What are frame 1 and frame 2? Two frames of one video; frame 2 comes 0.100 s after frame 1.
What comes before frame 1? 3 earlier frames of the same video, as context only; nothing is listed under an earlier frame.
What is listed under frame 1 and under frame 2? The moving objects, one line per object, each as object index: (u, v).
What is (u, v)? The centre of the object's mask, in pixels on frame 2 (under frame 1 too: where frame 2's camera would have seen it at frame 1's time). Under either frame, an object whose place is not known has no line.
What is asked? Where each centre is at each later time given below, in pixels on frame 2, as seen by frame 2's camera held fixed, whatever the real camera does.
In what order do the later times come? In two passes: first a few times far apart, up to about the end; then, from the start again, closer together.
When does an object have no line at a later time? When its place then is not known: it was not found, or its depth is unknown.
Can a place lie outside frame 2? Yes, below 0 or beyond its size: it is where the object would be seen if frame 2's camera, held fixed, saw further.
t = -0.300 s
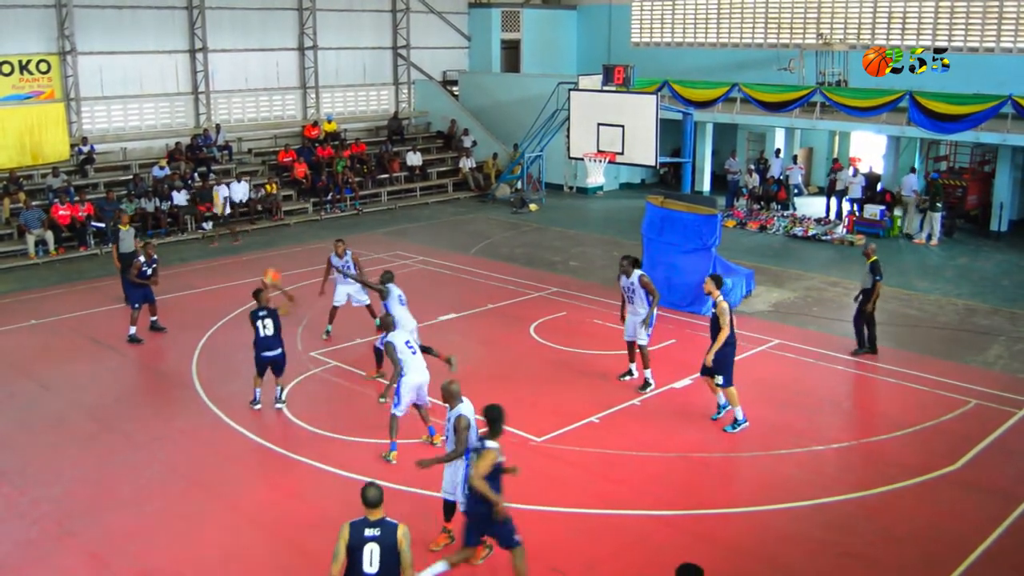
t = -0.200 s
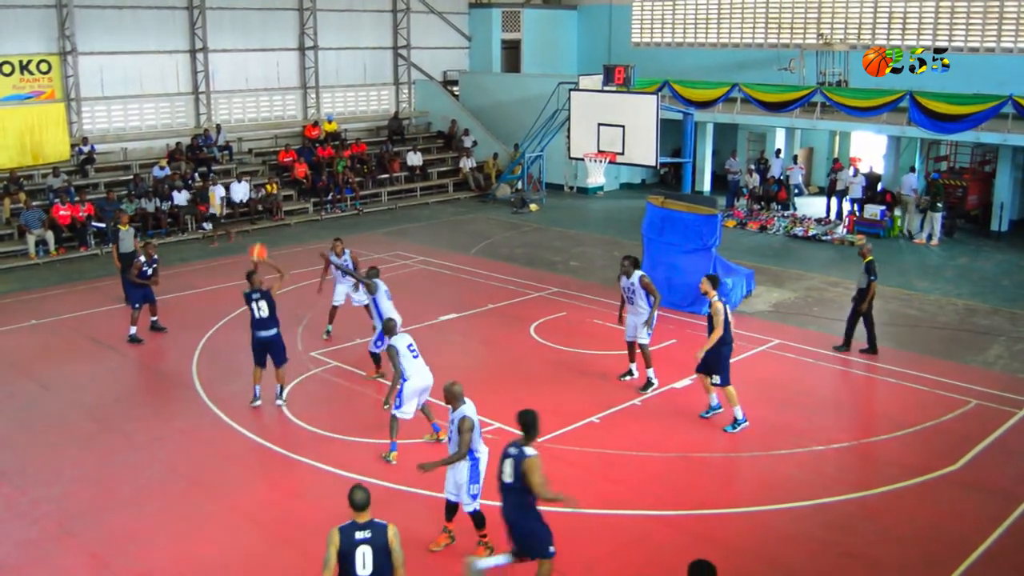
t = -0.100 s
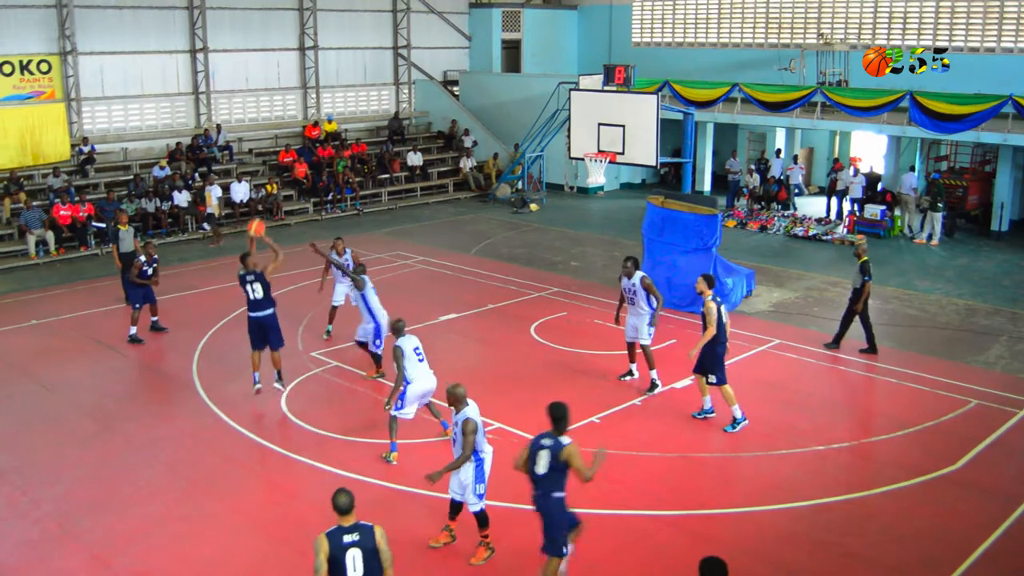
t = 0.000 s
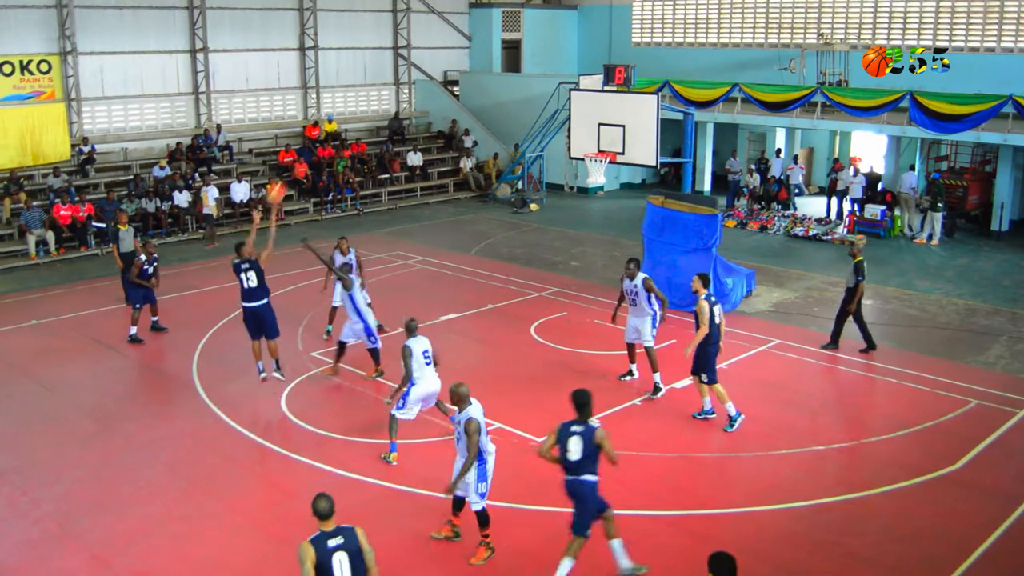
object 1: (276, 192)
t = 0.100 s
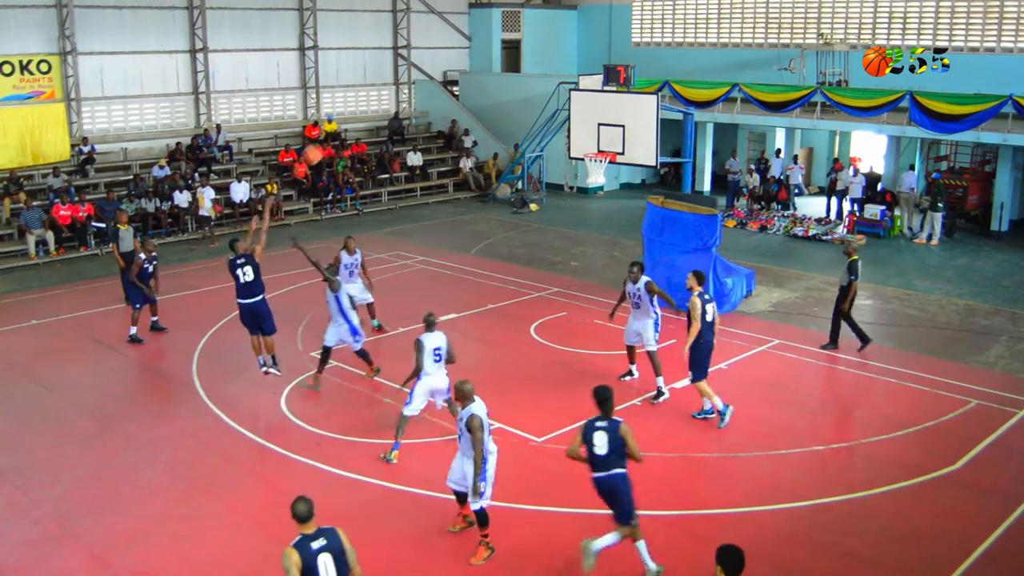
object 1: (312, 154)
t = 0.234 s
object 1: (361, 117)
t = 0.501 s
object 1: (450, 84)
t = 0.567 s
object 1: (471, 83)
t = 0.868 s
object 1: (556, 116)
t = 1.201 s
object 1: (597, 174)
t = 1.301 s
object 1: (592, 186)
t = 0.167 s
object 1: (336, 135)
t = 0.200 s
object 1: (349, 126)
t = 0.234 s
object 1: (361, 117)
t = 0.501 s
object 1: (450, 84)
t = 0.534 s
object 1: (461, 83)
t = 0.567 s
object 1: (471, 83)
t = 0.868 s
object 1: (556, 116)
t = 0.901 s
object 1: (564, 123)
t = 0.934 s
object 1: (572, 131)
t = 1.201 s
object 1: (597, 174)
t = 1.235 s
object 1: (595, 177)
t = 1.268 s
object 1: (593, 181)
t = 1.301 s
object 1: (592, 186)
